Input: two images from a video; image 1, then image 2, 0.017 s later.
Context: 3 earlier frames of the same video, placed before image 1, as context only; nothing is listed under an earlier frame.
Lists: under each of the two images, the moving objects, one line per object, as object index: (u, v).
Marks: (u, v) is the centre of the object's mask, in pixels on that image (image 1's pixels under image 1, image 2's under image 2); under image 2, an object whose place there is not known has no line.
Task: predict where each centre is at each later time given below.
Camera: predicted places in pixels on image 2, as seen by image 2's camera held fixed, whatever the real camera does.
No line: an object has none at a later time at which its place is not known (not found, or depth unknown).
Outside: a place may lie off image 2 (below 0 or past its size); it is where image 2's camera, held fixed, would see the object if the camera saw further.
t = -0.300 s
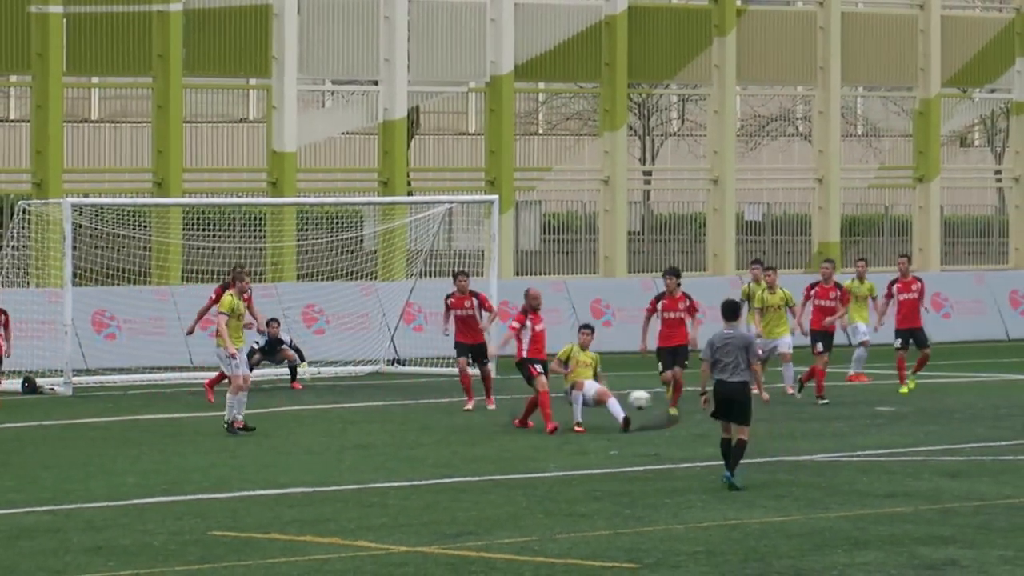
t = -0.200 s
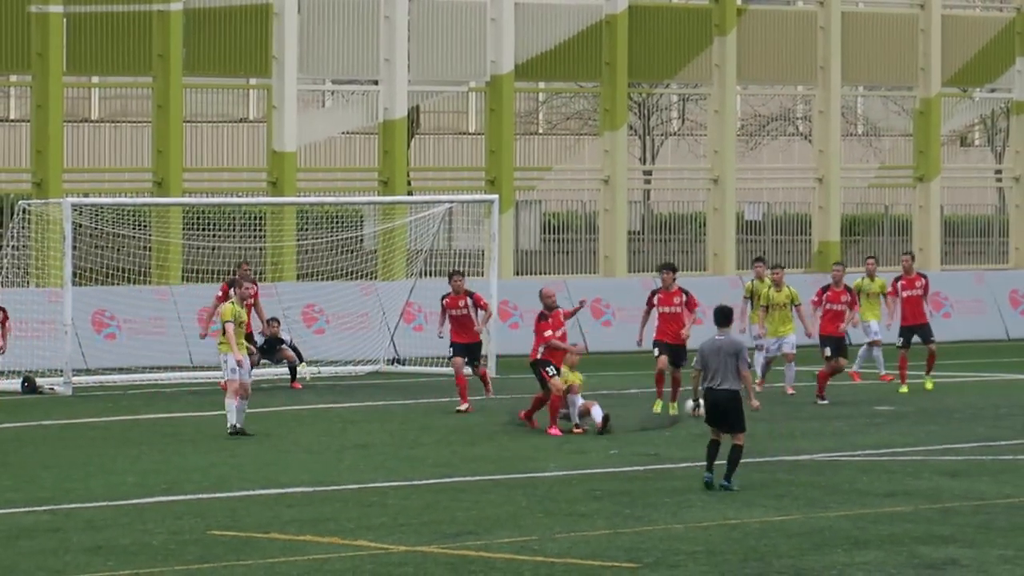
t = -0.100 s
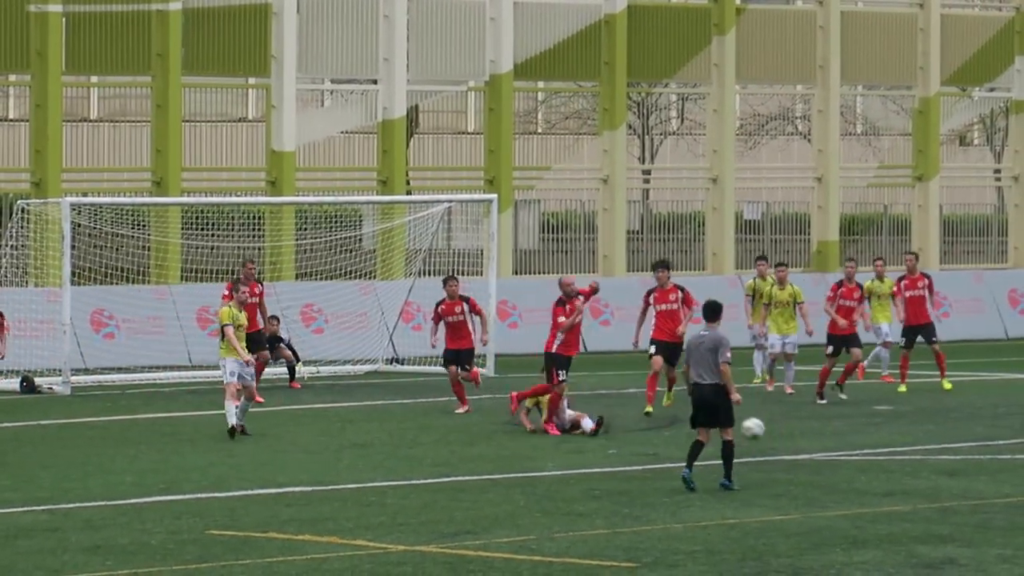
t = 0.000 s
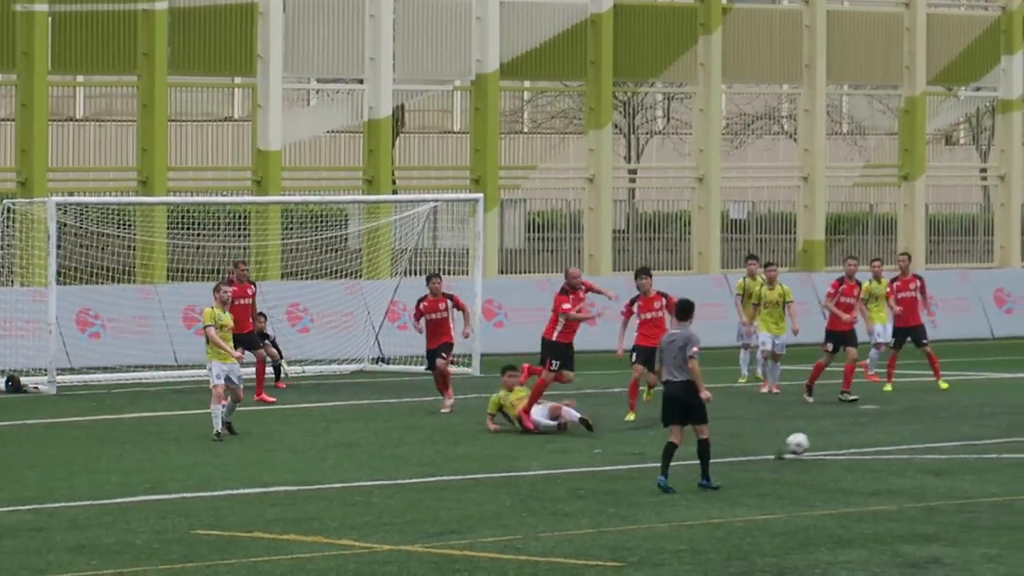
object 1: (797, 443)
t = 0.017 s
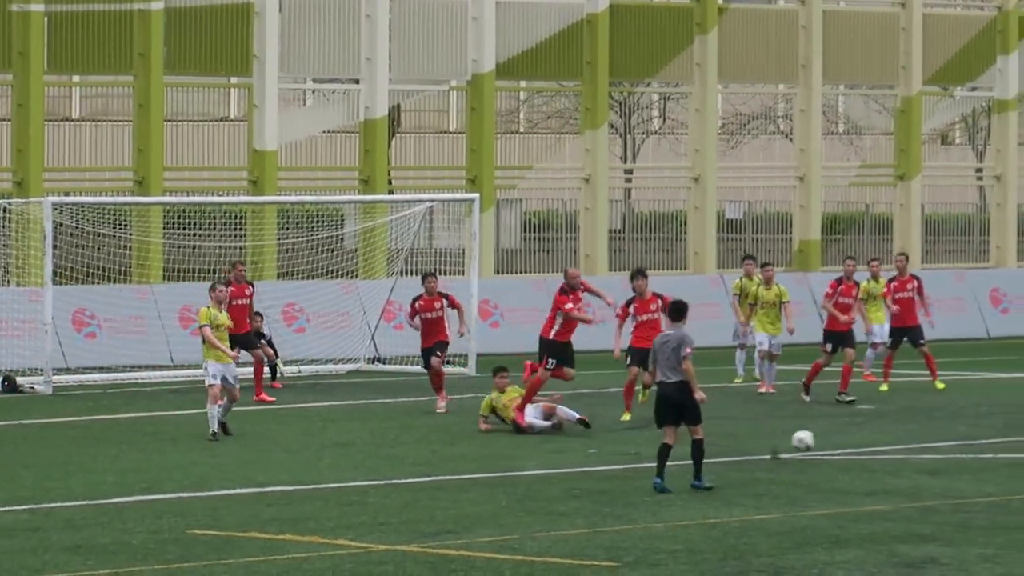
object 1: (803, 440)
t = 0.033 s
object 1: (813, 438)
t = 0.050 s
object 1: (822, 436)
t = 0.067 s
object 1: (833, 434)
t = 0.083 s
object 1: (843, 433)
